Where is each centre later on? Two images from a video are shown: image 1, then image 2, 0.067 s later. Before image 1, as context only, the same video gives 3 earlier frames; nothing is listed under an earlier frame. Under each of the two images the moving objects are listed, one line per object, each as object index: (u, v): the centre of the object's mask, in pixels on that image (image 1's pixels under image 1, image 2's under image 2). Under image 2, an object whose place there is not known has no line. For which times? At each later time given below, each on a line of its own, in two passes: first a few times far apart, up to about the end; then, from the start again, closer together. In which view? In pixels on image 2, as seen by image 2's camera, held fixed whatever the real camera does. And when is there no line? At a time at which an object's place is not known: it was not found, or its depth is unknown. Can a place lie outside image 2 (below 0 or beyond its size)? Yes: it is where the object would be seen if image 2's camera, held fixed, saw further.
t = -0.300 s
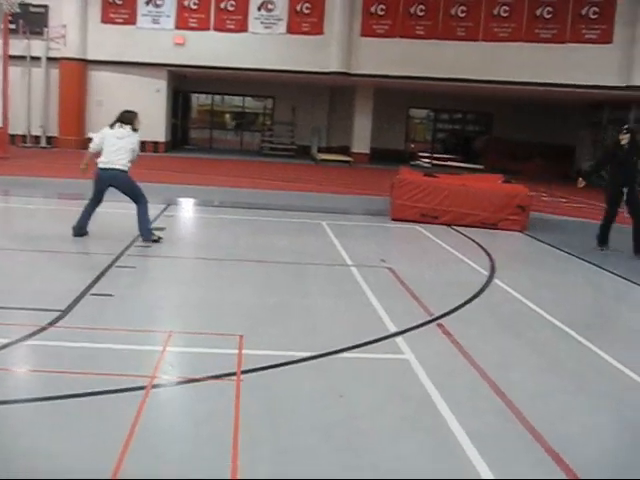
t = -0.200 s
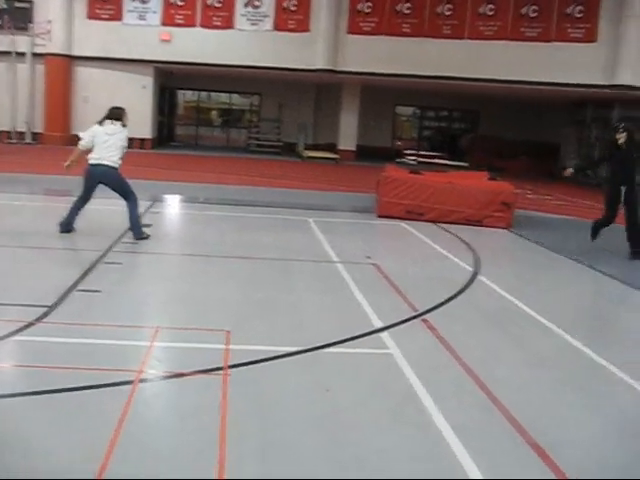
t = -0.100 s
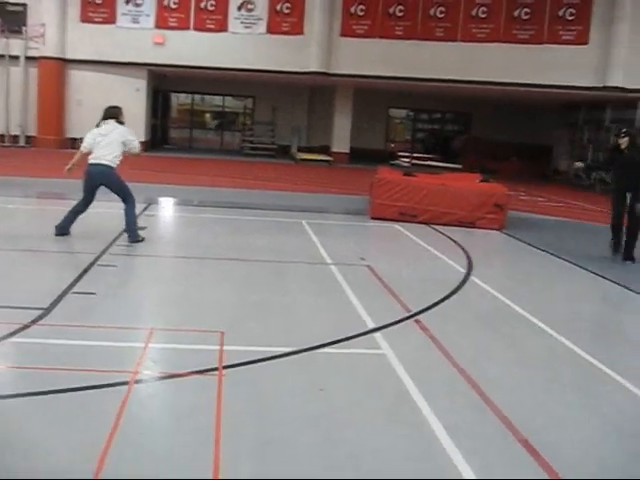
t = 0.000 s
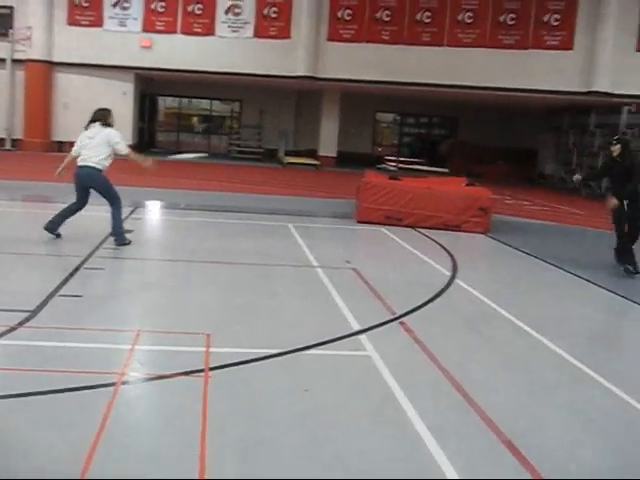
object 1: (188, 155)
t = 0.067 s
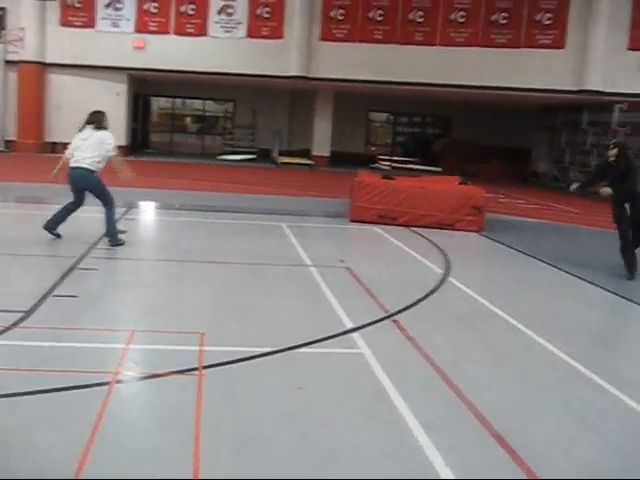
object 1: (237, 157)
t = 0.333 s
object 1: (446, 165)
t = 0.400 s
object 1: (494, 168)
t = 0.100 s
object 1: (264, 158)
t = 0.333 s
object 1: (446, 165)
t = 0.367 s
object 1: (472, 166)
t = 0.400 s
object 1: (494, 168)
